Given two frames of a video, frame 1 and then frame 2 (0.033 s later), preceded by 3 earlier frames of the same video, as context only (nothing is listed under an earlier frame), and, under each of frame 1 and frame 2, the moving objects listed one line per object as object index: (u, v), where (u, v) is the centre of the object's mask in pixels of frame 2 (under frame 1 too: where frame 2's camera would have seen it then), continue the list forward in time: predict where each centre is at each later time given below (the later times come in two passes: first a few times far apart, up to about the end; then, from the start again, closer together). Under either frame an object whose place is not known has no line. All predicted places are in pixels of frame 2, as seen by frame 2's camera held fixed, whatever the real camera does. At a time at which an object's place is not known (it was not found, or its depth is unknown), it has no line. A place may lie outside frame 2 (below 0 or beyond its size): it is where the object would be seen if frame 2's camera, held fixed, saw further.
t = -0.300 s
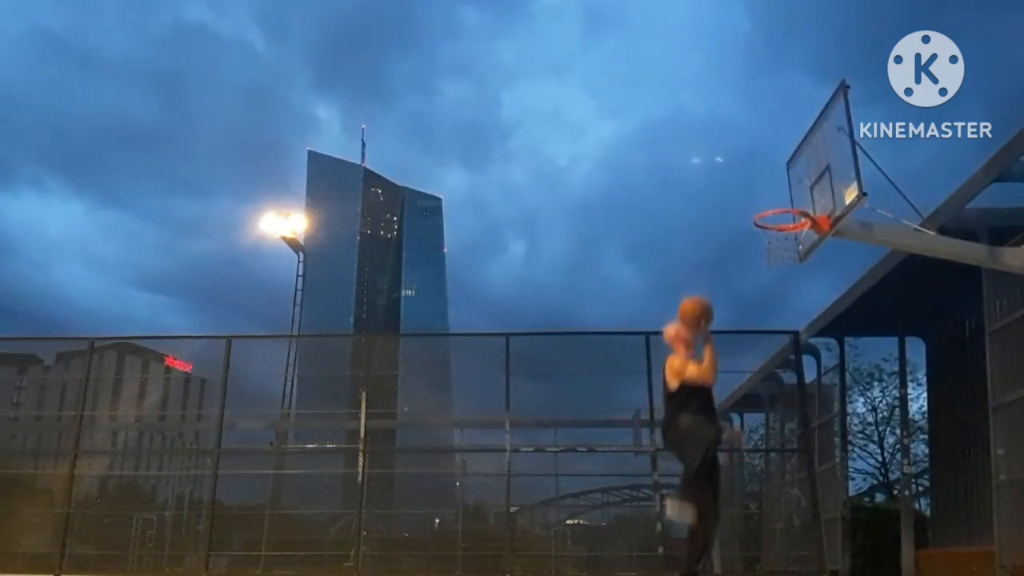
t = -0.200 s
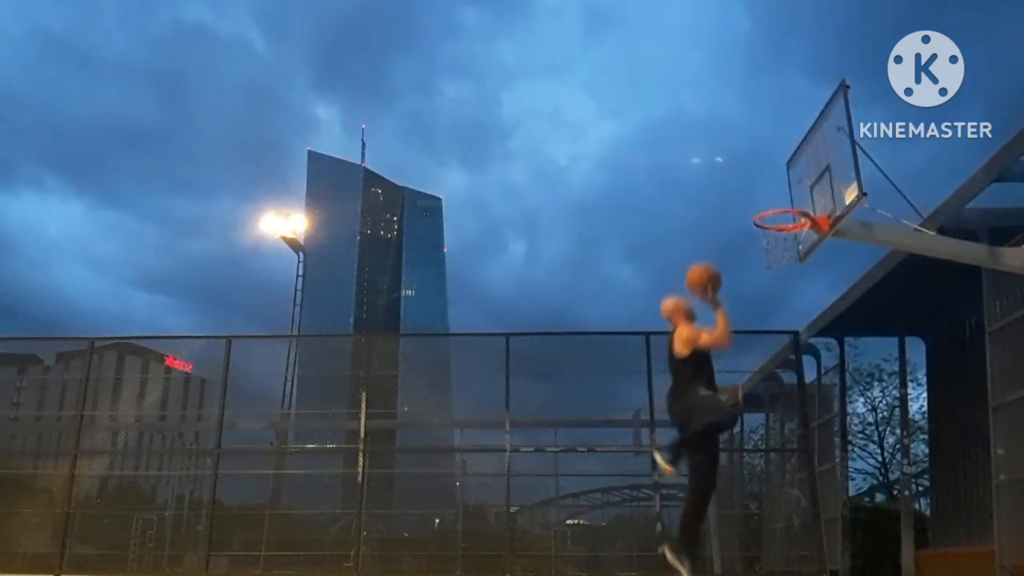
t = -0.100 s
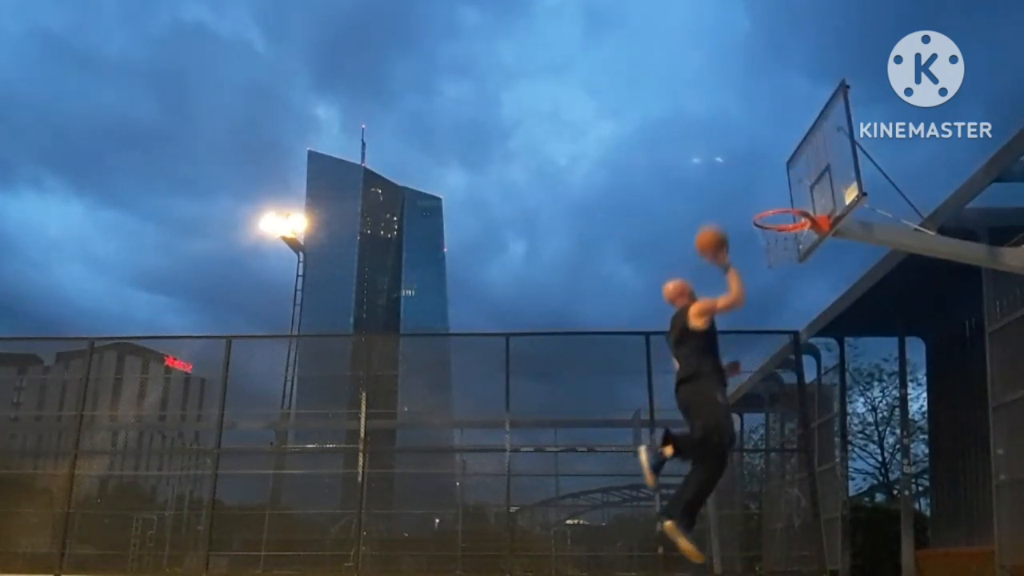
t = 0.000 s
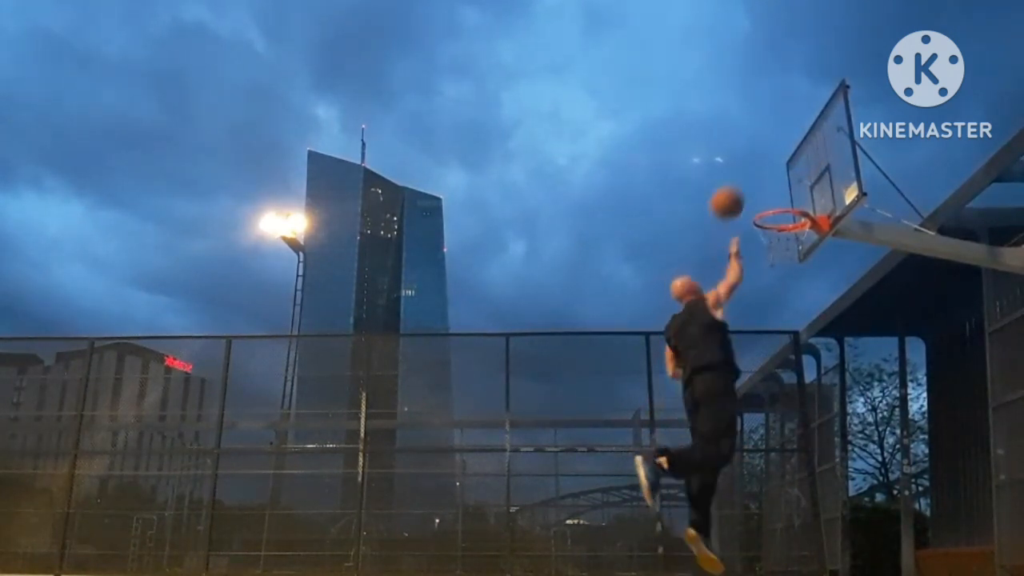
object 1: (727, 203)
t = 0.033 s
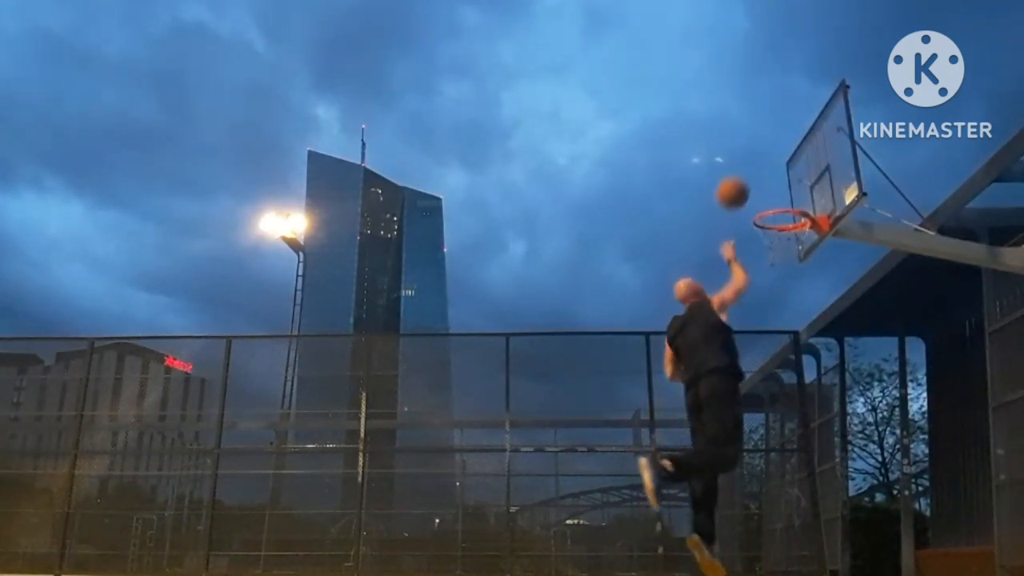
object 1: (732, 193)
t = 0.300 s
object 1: (775, 165)
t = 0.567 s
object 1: (802, 205)
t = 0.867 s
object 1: (753, 201)
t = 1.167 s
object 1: (726, 236)
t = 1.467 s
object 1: (705, 377)
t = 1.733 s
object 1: (682, 527)
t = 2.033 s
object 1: (629, 348)
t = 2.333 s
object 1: (585, 297)
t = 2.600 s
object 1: (547, 351)
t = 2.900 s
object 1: (501, 551)
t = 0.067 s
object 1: (738, 185)
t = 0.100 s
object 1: (744, 178)
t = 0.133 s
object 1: (749, 173)
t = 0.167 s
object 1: (754, 169)
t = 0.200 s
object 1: (759, 166)
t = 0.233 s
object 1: (765, 164)
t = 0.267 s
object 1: (770, 164)
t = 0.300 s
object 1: (775, 165)
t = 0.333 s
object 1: (781, 167)
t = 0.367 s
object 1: (786, 170)
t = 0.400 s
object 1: (791, 174)
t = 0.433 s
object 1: (797, 179)
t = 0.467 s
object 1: (802, 185)
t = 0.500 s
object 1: (808, 193)
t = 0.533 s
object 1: (808, 199)
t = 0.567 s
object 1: (802, 205)
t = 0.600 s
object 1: (793, 207)
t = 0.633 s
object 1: (785, 208)
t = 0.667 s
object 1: (777, 211)
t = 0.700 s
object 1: (770, 215)
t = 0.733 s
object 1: (767, 209)
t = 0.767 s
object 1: (762, 204)
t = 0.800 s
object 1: (759, 203)
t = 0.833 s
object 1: (756, 202)
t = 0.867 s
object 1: (753, 201)
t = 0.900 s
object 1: (750, 200)
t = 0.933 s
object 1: (747, 201)
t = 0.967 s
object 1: (743, 202)
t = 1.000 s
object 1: (741, 205)
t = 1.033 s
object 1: (738, 209)
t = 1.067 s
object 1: (735, 213)
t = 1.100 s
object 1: (732, 220)
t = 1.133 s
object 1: (729, 227)
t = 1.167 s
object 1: (726, 236)
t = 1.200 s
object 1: (724, 247)
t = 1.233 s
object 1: (721, 258)
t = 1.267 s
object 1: (718, 270)
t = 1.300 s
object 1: (716, 284)
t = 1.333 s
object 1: (714, 299)
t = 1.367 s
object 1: (711, 317)
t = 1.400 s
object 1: (709, 336)
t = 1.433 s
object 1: (707, 356)
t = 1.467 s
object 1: (705, 377)
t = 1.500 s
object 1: (704, 404)
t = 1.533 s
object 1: (701, 429)
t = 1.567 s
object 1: (699, 456)
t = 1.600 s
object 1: (697, 487)
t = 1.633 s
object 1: (695, 519)
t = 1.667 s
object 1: (695, 554)
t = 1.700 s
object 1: (691, 555)
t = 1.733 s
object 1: (682, 527)
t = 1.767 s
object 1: (676, 498)
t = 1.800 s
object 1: (670, 476)
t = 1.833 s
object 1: (663, 450)
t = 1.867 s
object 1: (657, 430)
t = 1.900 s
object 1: (651, 409)
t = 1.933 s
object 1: (645, 392)
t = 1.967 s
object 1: (640, 374)
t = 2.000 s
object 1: (634, 361)
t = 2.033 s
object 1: (629, 348)
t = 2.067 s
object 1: (624, 336)
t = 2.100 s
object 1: (619, 326)
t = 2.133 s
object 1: (615, 318)
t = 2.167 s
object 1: (609, 310)
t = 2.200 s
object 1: (604, 305)
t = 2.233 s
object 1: (599, 301)
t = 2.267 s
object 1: (594, 298)
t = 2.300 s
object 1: (590, 297)
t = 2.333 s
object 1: (585, 297)
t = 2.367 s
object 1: (580, 298)
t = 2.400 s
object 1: (576, 301)
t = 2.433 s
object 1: (571, 306)
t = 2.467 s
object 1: (566, 312)
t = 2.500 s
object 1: (562, 319)
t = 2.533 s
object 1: (556, 328)
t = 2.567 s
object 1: (552, 339)
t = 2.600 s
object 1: (547, 351)
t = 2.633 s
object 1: (542, 365)
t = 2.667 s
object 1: (537, 381)
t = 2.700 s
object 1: (532, 400)
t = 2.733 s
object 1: (527, 419)
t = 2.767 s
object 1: (522, 440)
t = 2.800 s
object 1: (516, 466)
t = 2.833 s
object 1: (510, 493)
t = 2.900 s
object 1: (501, 551)
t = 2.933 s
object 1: (494, 551)
